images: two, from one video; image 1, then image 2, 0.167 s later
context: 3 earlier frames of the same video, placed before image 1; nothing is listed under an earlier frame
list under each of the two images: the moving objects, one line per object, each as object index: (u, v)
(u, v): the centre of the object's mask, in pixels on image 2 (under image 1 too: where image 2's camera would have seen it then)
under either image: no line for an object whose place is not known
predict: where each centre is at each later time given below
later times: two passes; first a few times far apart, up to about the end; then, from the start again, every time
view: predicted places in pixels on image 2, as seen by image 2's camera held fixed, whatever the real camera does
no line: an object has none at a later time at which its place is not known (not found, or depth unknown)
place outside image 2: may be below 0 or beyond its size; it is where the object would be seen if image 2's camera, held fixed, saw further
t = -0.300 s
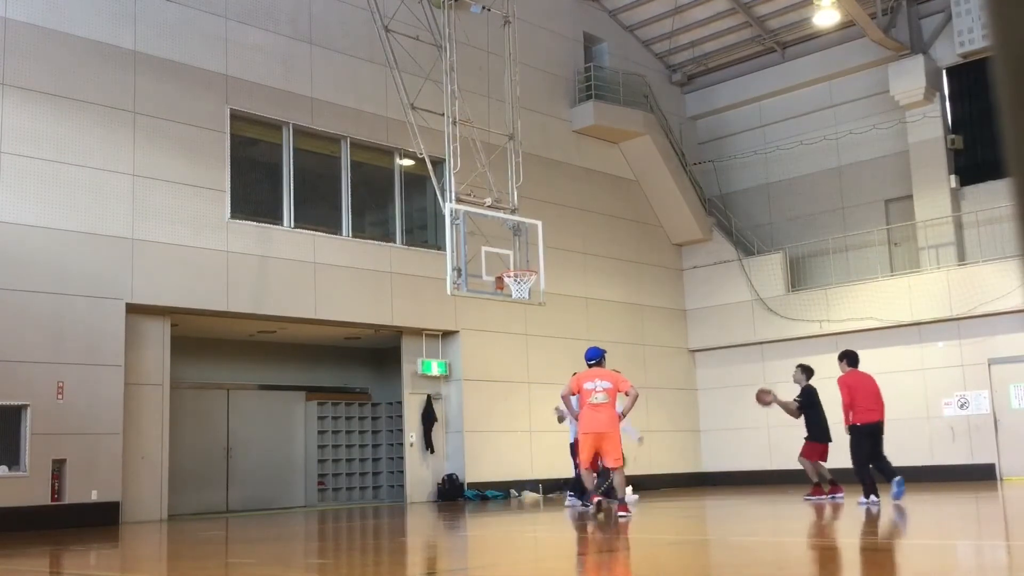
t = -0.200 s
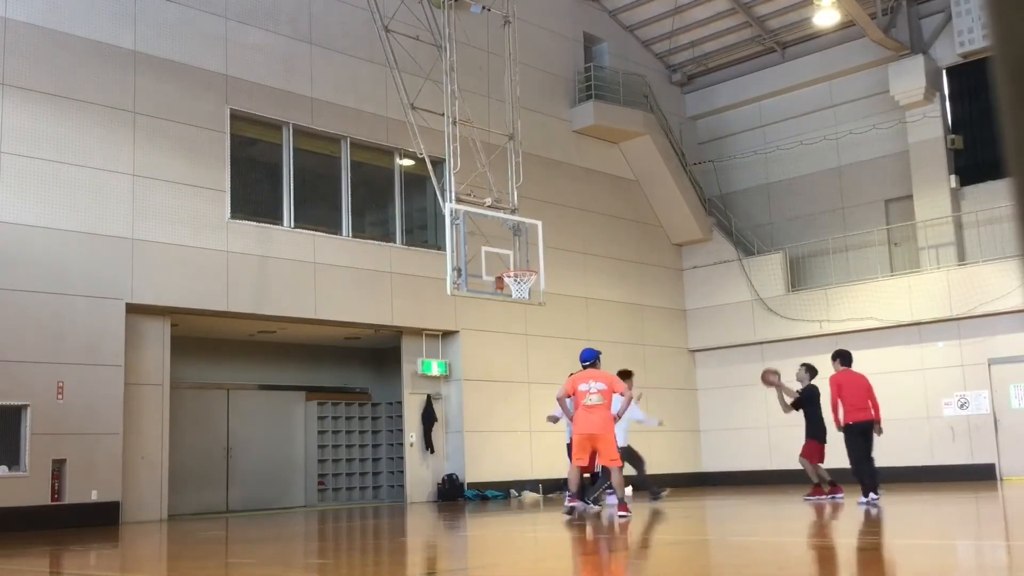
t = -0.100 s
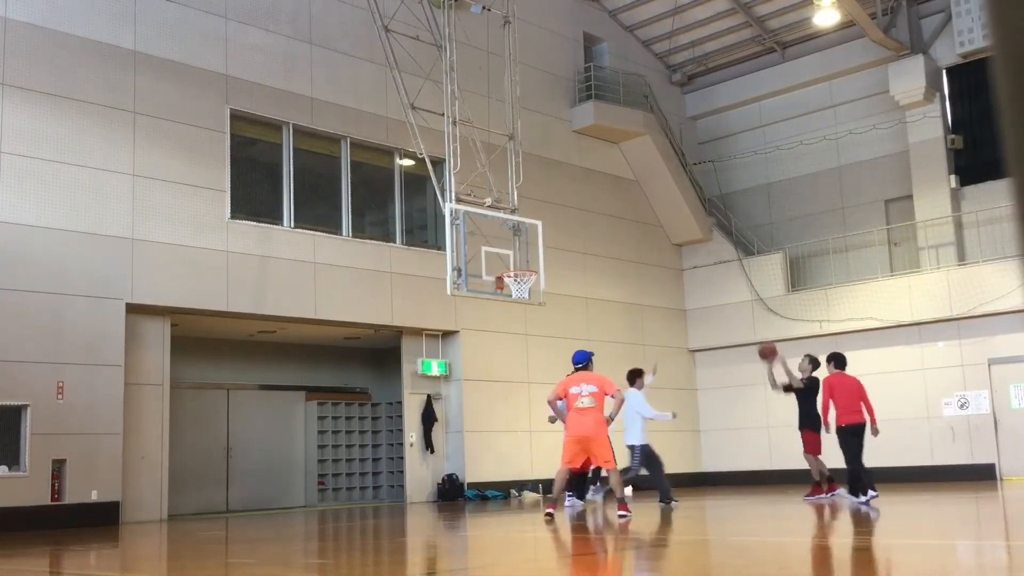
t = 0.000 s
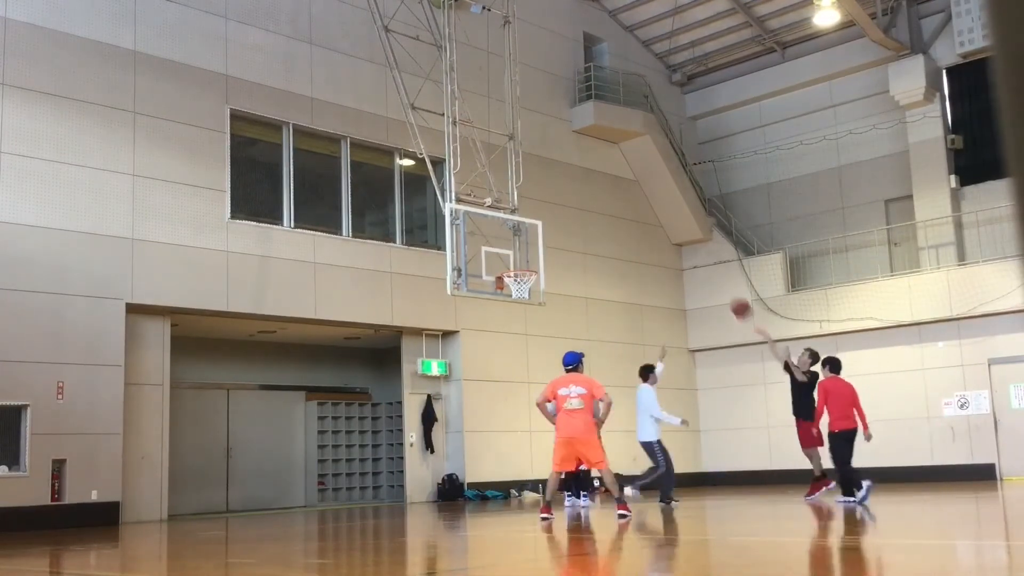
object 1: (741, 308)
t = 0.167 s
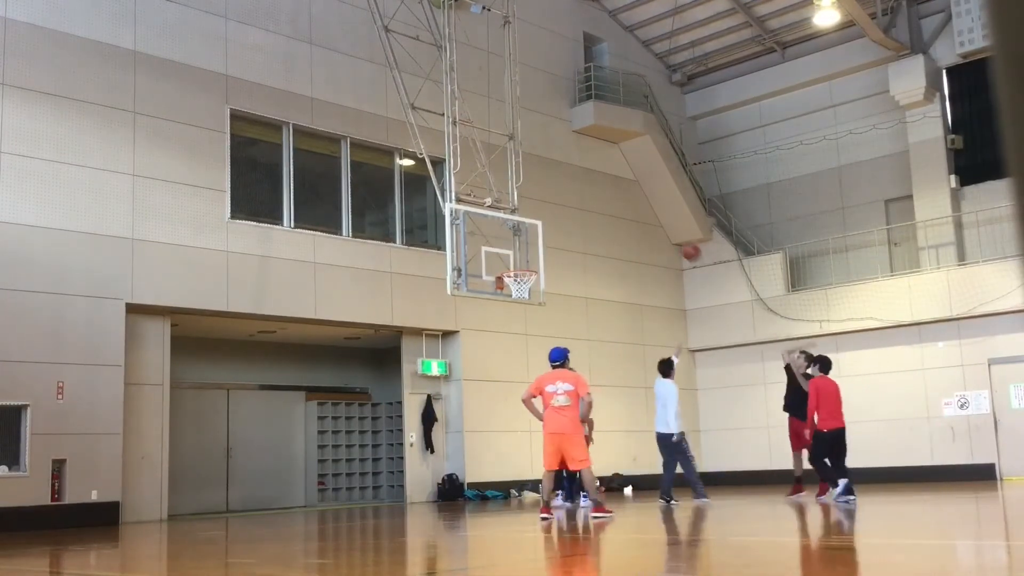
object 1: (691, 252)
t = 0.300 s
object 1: (653, 223)
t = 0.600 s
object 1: (573, 205)
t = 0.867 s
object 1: (507, 243)
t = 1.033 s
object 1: (490, 280)
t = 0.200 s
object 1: (681, 243)
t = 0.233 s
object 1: (672, 236)
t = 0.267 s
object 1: (662, 228)
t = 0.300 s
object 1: (653, 223)
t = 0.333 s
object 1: (643, 217)
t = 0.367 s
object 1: (635, 213)
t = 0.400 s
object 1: (625, 209)
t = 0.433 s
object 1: (617, 206)
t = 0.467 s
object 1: (608, 205)
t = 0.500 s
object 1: (599, 203)
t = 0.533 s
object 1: (590, 203)
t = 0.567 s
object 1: (581, 203)
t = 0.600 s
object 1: (573, 205)
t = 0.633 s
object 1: (565, 207)
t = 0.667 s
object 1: (556, 210)
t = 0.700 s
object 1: (548, 213)
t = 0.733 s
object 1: (540, 217)
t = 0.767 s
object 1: (531, 223)
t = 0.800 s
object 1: (523, 229)
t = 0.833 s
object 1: (515, 235)
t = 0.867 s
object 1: (507, 243)
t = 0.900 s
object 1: (499, 252)
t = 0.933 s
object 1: (492, 260)
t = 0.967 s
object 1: (486, 269)
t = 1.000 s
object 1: (488, 274)
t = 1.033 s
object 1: (490, 280)
